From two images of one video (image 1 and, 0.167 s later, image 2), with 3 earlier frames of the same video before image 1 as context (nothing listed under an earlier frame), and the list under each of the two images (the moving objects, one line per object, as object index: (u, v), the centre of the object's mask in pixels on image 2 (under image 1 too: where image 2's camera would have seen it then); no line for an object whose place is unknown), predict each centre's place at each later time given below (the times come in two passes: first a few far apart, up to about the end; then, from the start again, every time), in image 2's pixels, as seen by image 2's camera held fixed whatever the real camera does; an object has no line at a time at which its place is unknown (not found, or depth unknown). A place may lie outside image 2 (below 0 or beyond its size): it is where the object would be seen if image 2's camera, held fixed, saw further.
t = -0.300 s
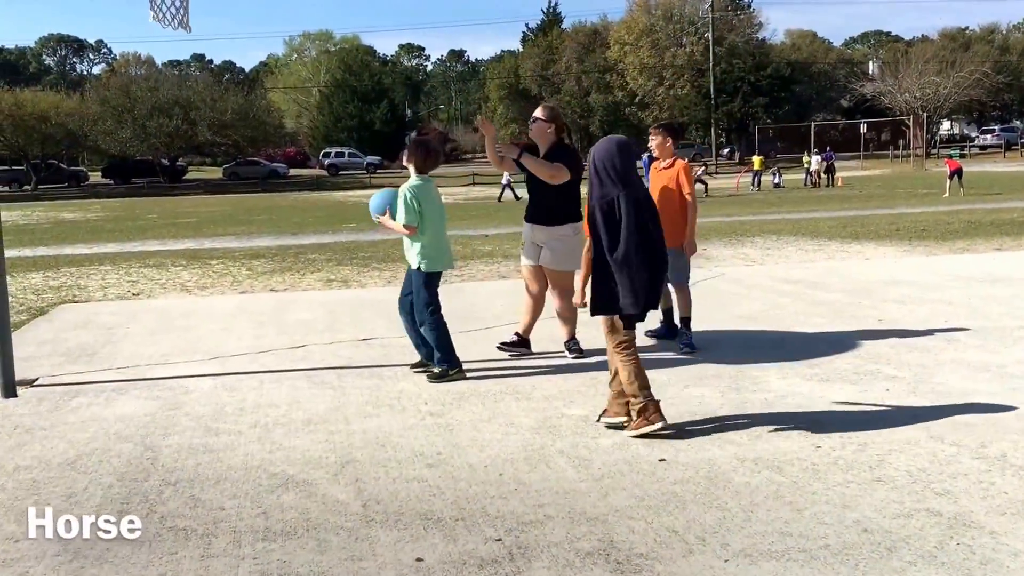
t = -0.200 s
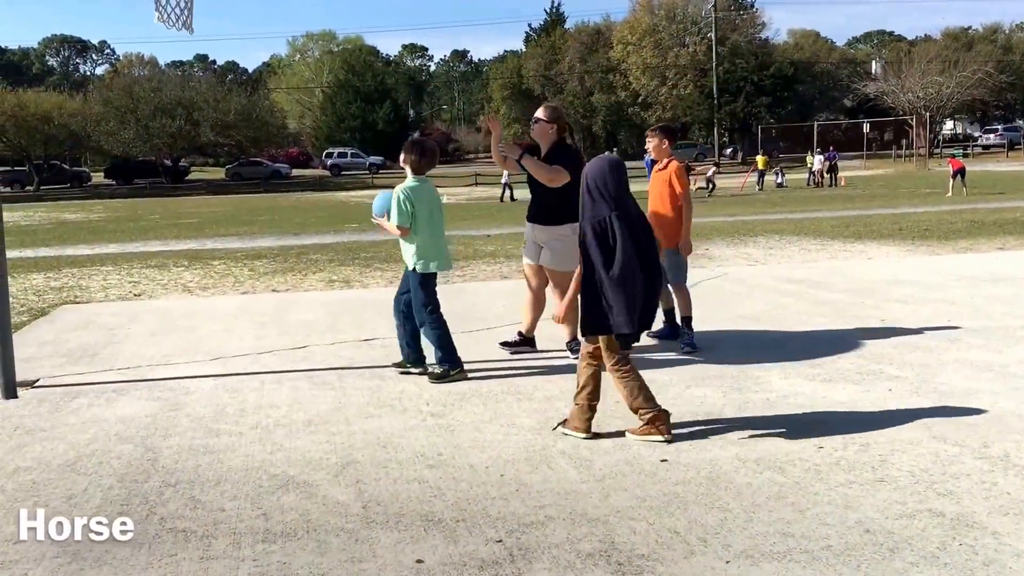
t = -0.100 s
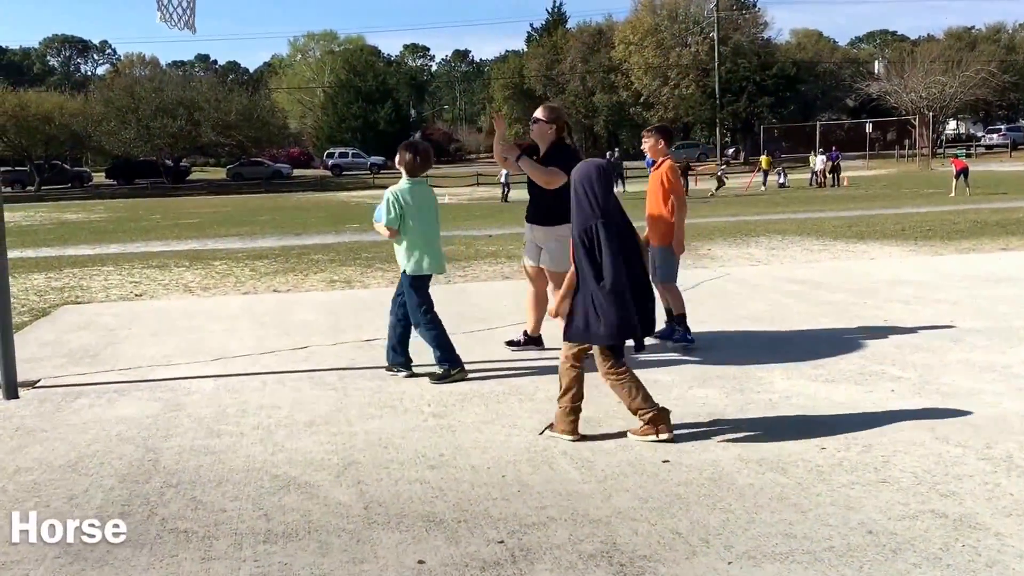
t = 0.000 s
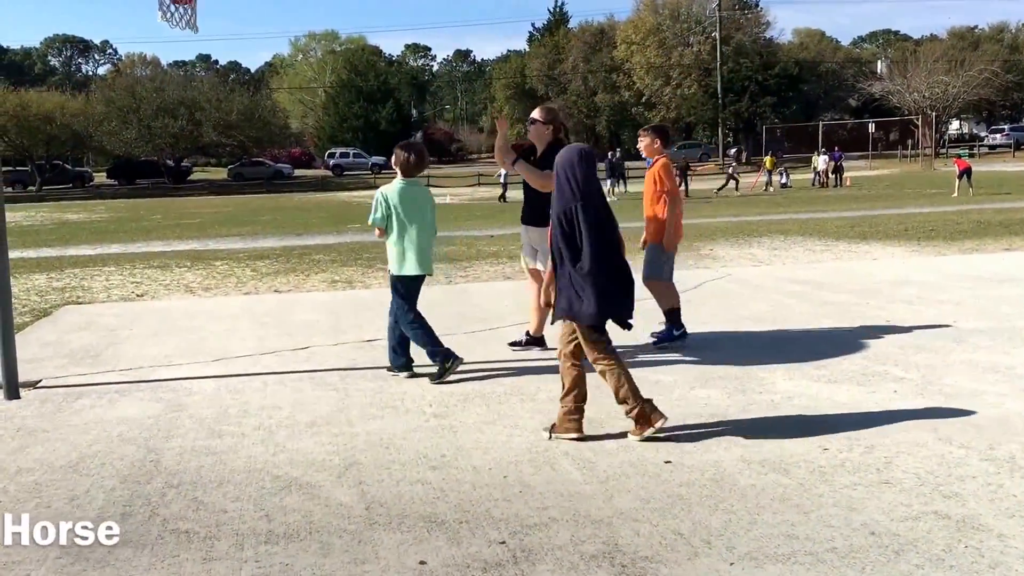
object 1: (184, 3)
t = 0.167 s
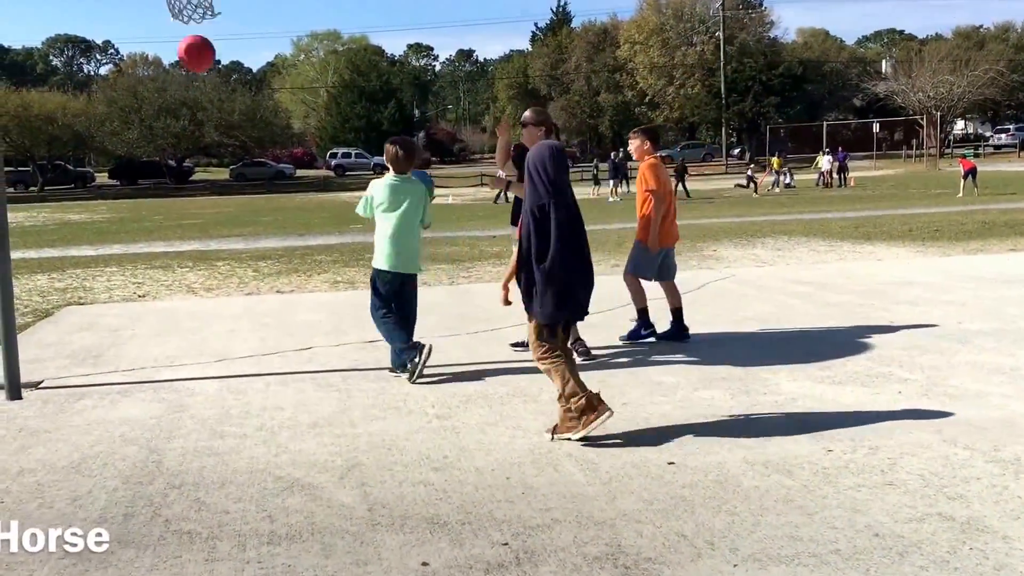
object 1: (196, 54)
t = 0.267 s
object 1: (204, 112)
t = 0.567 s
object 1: (230, 349)
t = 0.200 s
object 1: (199, 71)
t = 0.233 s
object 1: (201, 91)
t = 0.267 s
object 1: (204, 112)
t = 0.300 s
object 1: (207, 135)
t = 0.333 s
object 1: (210, 160)
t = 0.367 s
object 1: (213, 187)
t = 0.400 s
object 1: (216, 215)
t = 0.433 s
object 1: (219, 244)
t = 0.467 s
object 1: (223, 276)
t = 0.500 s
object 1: (226, 308)
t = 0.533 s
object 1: (229, 343)
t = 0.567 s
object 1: (230, 349)
